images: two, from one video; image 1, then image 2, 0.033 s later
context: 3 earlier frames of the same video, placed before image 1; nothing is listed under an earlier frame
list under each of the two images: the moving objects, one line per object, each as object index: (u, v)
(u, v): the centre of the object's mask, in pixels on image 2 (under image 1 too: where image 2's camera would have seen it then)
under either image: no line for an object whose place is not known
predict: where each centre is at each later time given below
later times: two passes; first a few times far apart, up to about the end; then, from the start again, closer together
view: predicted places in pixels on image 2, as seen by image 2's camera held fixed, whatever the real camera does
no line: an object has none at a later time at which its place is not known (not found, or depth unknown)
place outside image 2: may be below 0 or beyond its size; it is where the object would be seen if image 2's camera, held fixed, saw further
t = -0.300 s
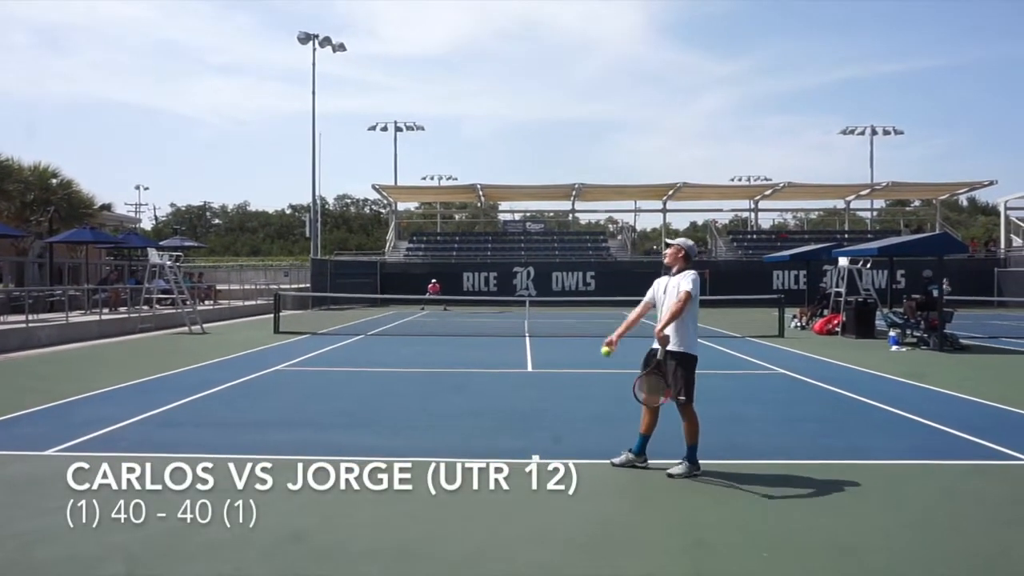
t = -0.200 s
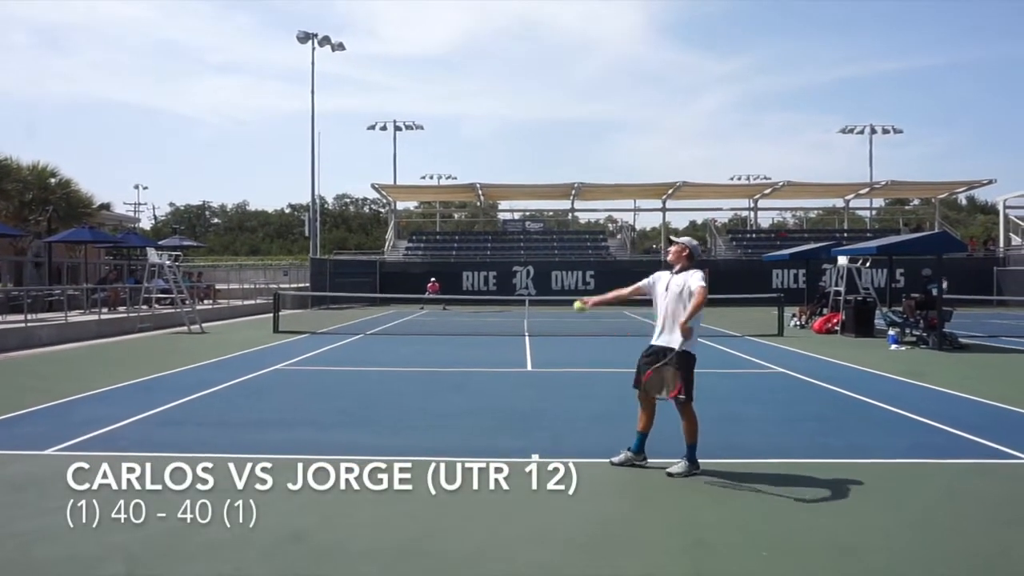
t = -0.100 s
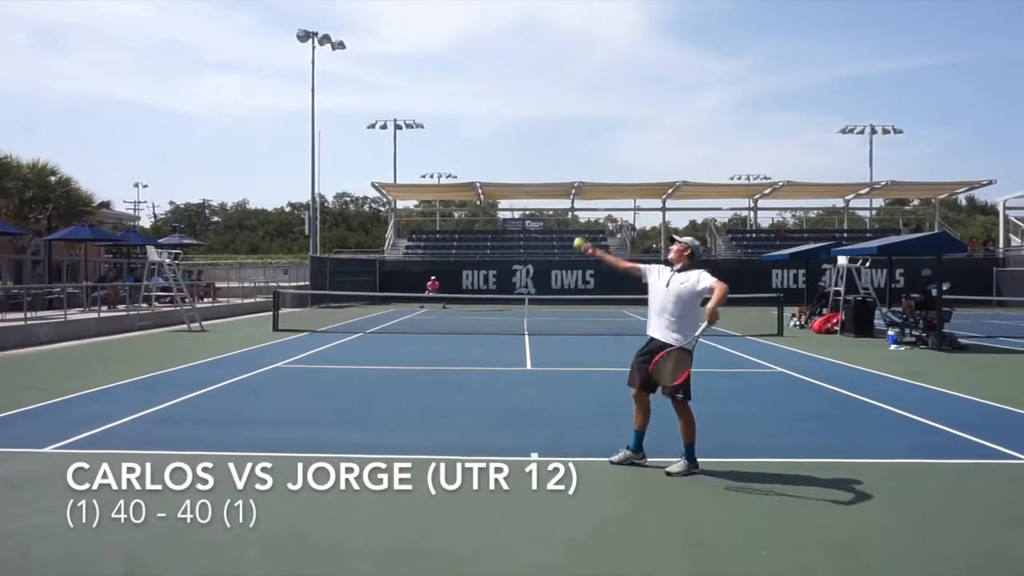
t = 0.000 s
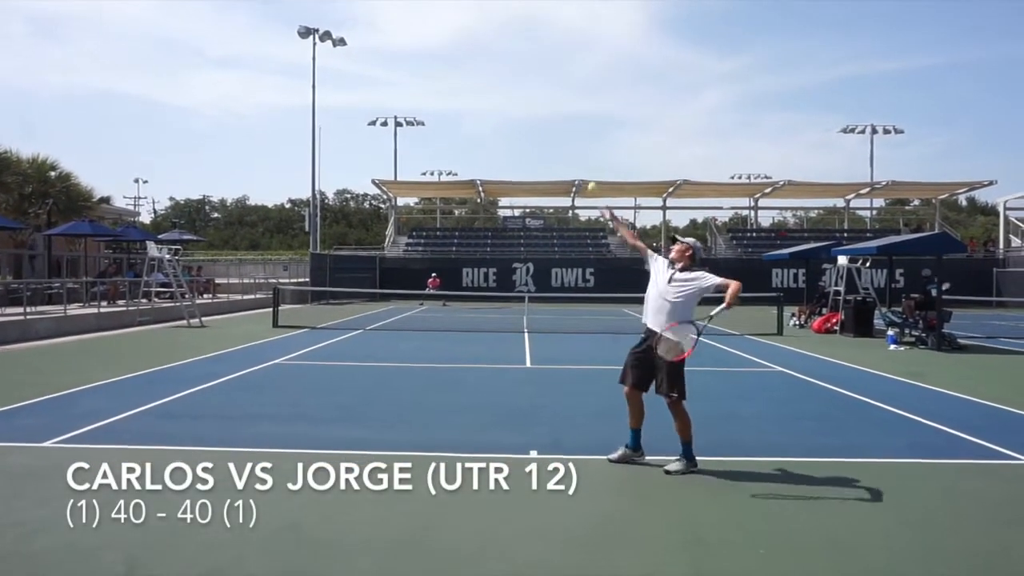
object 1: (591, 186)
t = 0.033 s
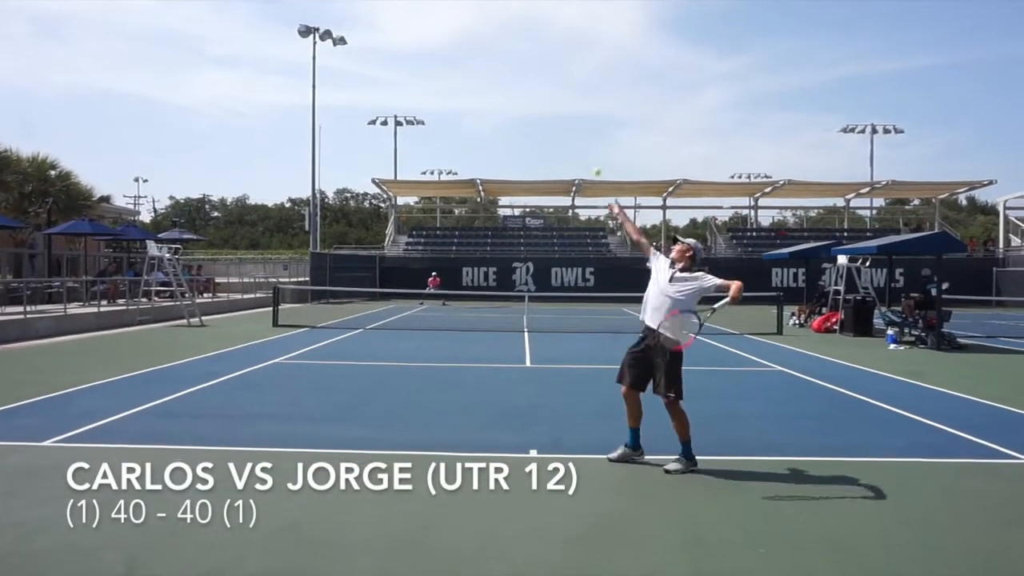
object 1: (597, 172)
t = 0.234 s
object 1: (624, 109)
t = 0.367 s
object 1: (641, 95)
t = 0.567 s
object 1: (666, 111)
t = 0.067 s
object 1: (602, 158)
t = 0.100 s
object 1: (606, 145)
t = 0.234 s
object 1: (624, 109)
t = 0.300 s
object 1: (633, 99)
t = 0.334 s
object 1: (637, 96)
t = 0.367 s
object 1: (641, 95)
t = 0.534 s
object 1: (662, 104)
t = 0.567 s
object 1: (666, 111)
